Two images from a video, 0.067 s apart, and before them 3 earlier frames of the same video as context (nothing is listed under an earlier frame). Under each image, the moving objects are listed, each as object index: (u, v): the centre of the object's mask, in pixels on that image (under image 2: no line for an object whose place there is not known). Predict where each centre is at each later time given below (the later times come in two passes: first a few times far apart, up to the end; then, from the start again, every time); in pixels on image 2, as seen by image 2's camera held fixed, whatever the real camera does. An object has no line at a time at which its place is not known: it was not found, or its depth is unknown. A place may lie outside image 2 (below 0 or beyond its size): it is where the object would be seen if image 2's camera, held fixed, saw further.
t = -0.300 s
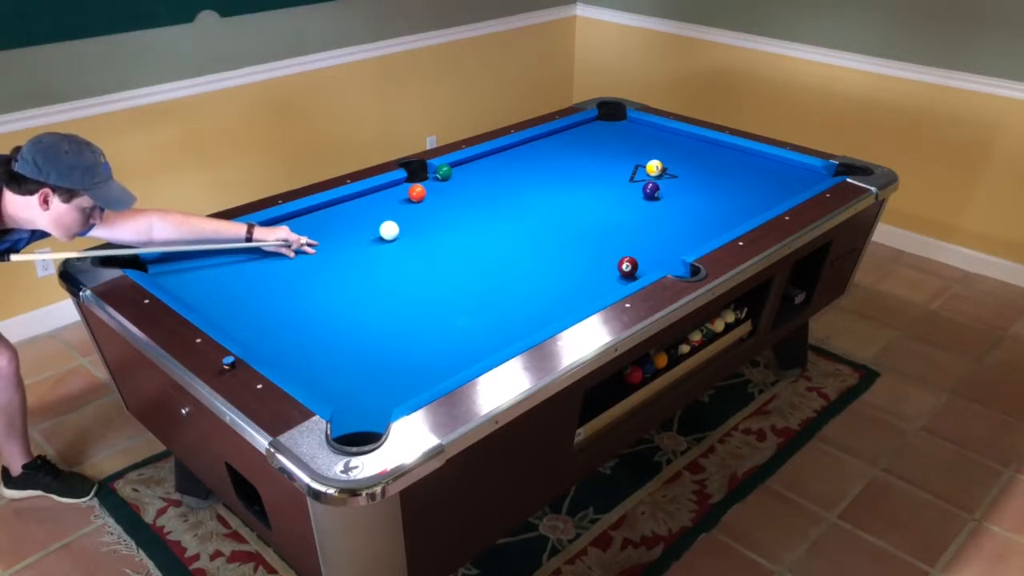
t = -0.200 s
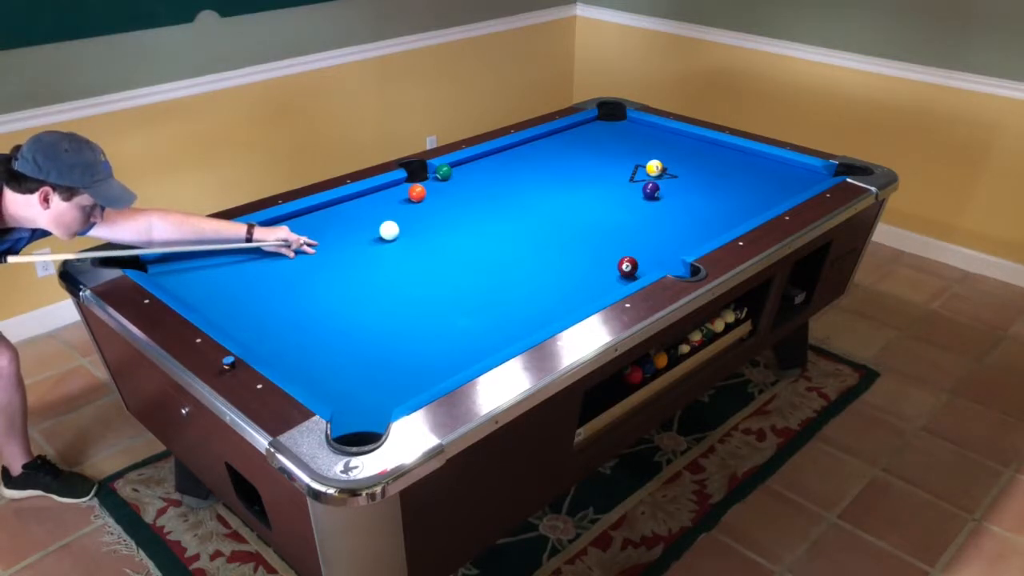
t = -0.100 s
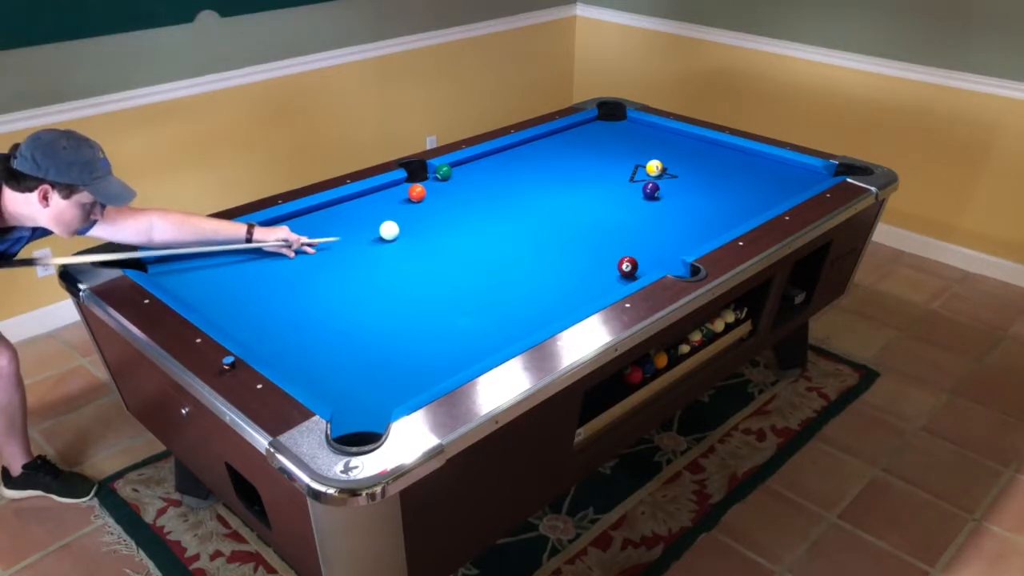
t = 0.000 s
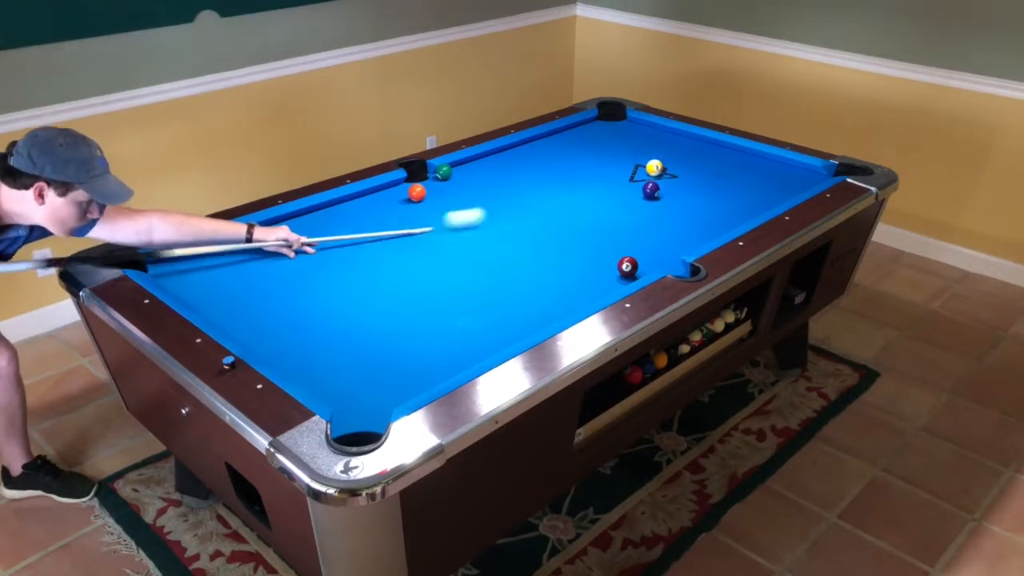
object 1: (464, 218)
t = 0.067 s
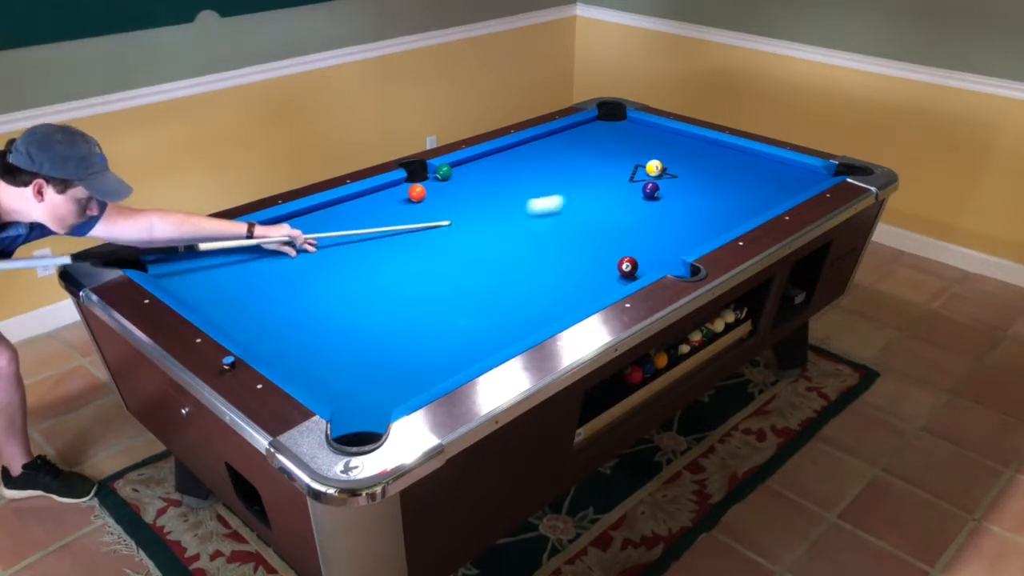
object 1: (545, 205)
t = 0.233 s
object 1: (630, 186)
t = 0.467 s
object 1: (613, 179)
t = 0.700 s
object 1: (596, 172)
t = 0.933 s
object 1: (581, 166)
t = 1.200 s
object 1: (565, 160)
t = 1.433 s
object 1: (553, 155)
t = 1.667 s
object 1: (540, 151)
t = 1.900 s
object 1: (530, 147)
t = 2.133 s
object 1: (521, 144)
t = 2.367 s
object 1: (527, 146)
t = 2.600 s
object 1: (531, 148)
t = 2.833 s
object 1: (535, 149)
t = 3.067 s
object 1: (538, 150)
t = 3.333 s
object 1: (541, 151)
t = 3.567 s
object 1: (542, 152)
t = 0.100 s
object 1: (583, 199)
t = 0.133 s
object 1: (618, 193)
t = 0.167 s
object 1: (633, 190)
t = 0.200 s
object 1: (632, 188)
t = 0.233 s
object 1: (630, 186)
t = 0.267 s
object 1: (628, 185)
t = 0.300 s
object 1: (625, 184)
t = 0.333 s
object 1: (622, 183)
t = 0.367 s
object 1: (620, 182)
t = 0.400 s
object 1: (618, 181)
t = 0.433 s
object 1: (615, 180)
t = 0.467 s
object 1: (613, 179)
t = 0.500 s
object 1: (611, 178)
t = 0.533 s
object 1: (608, 177)
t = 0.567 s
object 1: (606, 176)
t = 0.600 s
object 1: (603, 175)
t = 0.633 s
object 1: (601, 174)
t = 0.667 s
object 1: (598, 173)
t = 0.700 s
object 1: (596, 172)
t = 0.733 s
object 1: (593, 171)
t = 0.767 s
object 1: (592, 171)
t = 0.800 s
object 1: (590, 170)
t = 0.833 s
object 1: (587, 169)
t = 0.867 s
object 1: (585, 168)
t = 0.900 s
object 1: (583, 167)
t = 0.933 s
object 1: (581, 166)
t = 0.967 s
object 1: (579, 165)
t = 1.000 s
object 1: (577, 165)
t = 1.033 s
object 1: (575, 164)
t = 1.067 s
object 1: (573, 163)
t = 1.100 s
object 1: (571, 162)
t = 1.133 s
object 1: (569, 162)
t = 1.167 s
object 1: (567, 161)
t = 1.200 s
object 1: (565, 160)
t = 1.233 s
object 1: (563, 160)
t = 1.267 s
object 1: (562, 159)
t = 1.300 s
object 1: (560, 158)
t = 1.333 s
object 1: (558, 157)
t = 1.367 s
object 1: (556, 157)
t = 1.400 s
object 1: (554, 156)
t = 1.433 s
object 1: (553, 155)
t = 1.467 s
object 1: (551, 155)
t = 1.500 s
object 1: (549, 154)
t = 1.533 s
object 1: (547, 153)
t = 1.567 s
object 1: (545, 153)
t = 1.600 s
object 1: (544, 152)
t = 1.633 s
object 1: (542, 151)
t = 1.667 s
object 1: (540, 151)
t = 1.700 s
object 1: (539, 150)
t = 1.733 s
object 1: (537, 150)
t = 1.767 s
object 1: (536, 149)
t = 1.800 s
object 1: (534, 149)
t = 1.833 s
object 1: (533, 148)
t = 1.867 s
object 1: (531, 148)
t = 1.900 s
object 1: (530, 147)
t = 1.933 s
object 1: (528, 147)
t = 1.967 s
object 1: (527, 146)
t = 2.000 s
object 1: (525, 146)
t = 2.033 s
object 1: (524, 145)
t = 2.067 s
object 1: (523, 145)
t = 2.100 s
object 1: (521, 144)
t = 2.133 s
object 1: (521, 144)
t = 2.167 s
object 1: (522, 144)
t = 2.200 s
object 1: (523, 145)
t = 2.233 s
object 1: (524, 145)
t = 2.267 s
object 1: (524, 145)
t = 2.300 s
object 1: (525, 146)
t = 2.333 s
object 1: (526, 146)
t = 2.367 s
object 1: (527, 146)
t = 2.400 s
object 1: (528, 146)
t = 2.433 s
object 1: (528, 147)
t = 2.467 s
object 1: (529, 147)
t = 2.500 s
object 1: (529, 147)
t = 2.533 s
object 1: (530, 148)
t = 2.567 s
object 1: (531, 148)
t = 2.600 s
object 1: (531, 148)
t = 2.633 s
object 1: (532, 148)
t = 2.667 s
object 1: (532, 148)
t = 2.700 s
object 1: (533, 148)
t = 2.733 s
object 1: (534, 149)
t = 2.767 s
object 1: (534, 149)
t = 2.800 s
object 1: (535, 149)
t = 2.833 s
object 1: (535, 149)
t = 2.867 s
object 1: (536, 149)
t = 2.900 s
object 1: (536, 150)
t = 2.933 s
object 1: (537, 150)
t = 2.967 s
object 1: (537, 150)
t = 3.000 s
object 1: (538, 150)
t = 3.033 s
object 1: (538, 150)
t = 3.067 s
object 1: (538, 150)
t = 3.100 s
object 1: (539, 150)
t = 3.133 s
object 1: (539, 150)
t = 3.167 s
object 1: (540, 151)
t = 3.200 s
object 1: (540, 151)
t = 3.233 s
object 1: (540, 151)
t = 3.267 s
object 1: (541, 151)
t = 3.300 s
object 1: (541, 151)
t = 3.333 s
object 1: (541, 151)
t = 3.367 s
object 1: (541, 151)
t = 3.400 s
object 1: (541, 151)
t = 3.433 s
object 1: (542, 152)
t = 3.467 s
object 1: (542, 152)
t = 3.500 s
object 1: (542, 152)
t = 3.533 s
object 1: (542, 152)
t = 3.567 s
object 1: (542, 152)
